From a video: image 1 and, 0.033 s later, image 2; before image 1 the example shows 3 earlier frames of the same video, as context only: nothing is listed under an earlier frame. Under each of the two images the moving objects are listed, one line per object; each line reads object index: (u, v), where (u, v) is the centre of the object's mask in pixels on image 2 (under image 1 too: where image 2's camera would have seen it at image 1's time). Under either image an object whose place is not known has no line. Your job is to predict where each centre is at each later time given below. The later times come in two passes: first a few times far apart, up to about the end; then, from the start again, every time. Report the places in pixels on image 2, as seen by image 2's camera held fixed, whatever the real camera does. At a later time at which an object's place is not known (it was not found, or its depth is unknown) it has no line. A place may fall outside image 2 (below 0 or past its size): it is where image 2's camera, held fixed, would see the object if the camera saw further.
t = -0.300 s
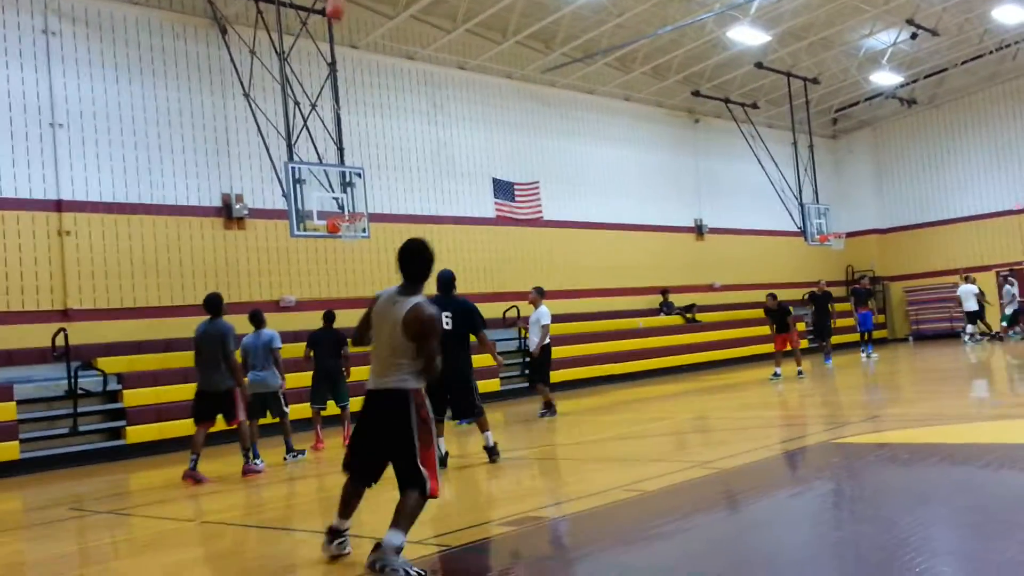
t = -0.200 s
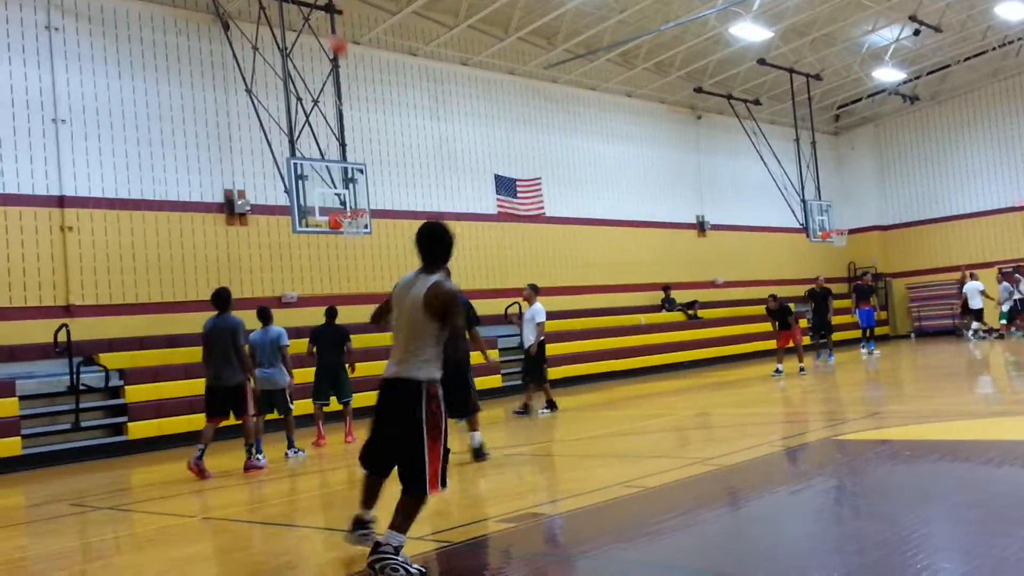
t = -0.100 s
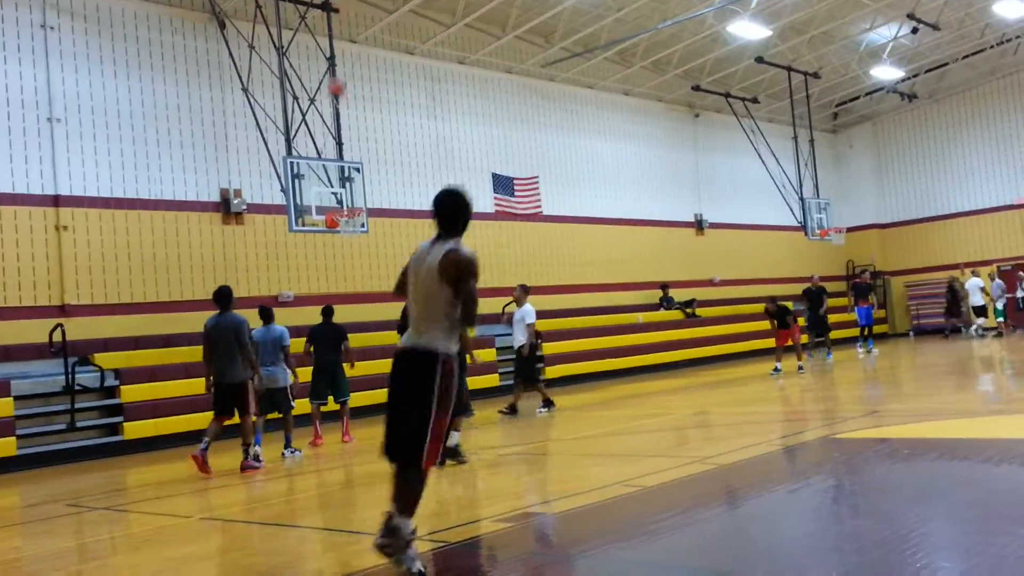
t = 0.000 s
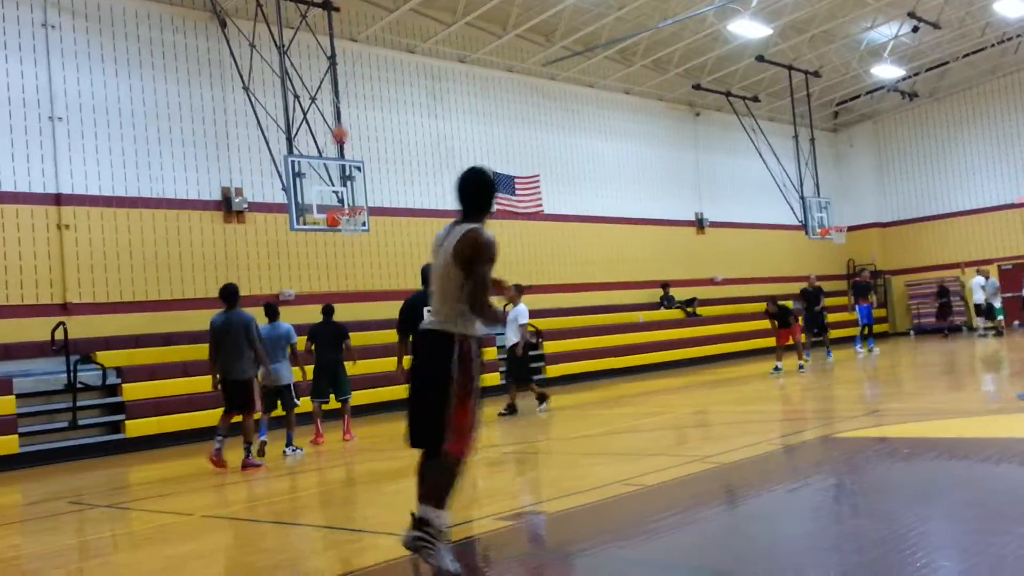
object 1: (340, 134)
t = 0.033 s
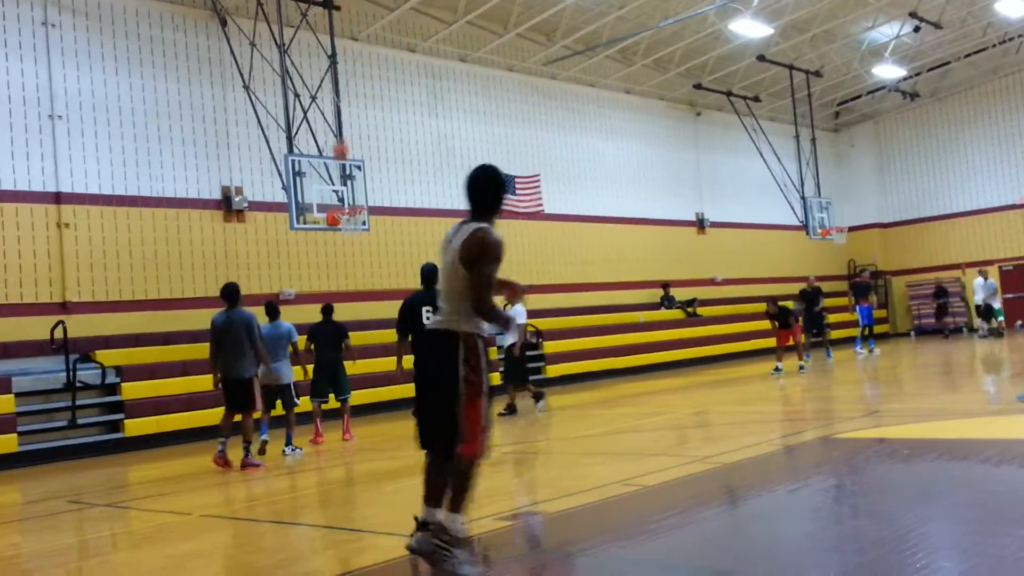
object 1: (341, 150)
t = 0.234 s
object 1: (352, 171)
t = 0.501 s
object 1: (387, 84)
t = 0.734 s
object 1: (423, 46)
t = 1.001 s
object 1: (471, 46)
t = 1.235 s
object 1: (518, 98)
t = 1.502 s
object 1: (587, 218)
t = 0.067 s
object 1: (342, 167)
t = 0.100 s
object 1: (342, 183)
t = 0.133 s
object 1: (343, 204)
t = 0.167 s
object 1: (345, 196)
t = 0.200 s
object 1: (349, 182)
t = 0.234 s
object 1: (352, 171)
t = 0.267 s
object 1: (357, 156)
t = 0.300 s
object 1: (361, 146)
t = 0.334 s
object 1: (365, 134)
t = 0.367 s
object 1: (369, 122)
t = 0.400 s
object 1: (374, 112)
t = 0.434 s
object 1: (378, 102)
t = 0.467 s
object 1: (383, 93)
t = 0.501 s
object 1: (387, 84)
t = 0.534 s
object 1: (392, 77)
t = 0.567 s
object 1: (395, 70)
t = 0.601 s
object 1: (401, 64)
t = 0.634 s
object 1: (406, 58)
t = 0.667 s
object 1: (412, 55)
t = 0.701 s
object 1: (418, 51)
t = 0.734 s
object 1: (423, 46)
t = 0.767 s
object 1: (428, 44)
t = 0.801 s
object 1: (434, 41)
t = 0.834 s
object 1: (440, 39)
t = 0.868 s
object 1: (445, 39)
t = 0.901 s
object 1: (452, 40)
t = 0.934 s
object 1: (458, 41)
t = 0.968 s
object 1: (464, 44)
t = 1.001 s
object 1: (471, 46)
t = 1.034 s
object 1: (477, 52)
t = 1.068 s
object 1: (483, 56)
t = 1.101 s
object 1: (491, 62)
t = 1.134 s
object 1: (497, 70)
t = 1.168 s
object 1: (504, 77)
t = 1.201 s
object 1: (511, 86)
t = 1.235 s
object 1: (518, 98)
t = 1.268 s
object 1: (526, 108)
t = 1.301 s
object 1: (534, 120)
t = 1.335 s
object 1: (542, 133)
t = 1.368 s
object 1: (551, 148)
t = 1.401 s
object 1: (560, 164)
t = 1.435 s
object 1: (568, 180)
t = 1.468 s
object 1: (578, 198)
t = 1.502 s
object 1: (587, 218)
